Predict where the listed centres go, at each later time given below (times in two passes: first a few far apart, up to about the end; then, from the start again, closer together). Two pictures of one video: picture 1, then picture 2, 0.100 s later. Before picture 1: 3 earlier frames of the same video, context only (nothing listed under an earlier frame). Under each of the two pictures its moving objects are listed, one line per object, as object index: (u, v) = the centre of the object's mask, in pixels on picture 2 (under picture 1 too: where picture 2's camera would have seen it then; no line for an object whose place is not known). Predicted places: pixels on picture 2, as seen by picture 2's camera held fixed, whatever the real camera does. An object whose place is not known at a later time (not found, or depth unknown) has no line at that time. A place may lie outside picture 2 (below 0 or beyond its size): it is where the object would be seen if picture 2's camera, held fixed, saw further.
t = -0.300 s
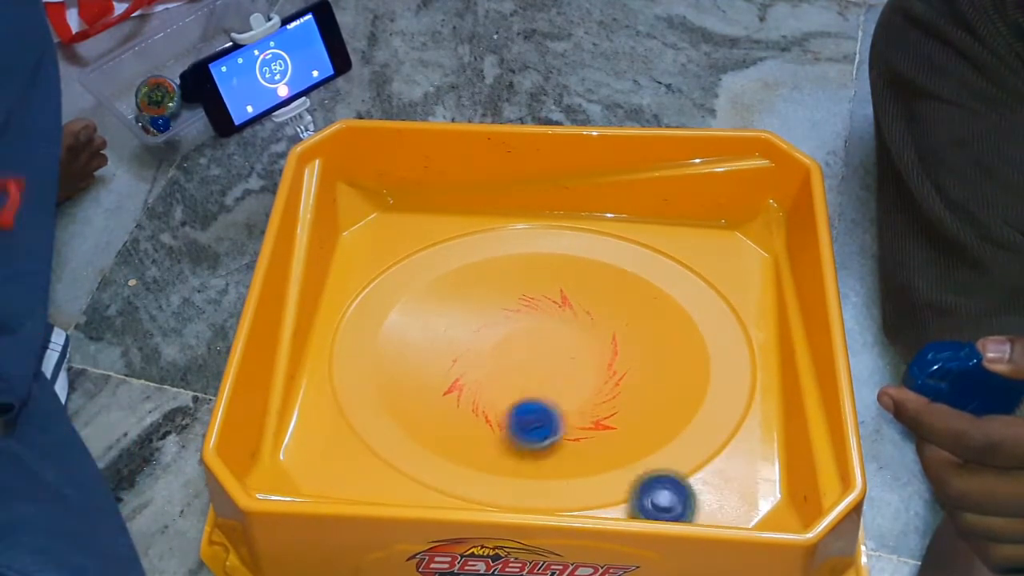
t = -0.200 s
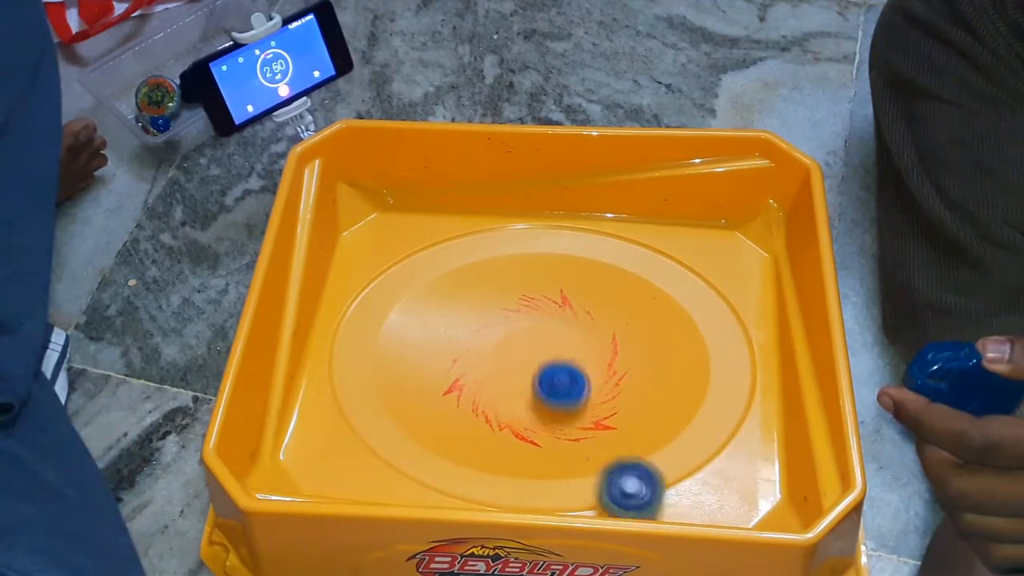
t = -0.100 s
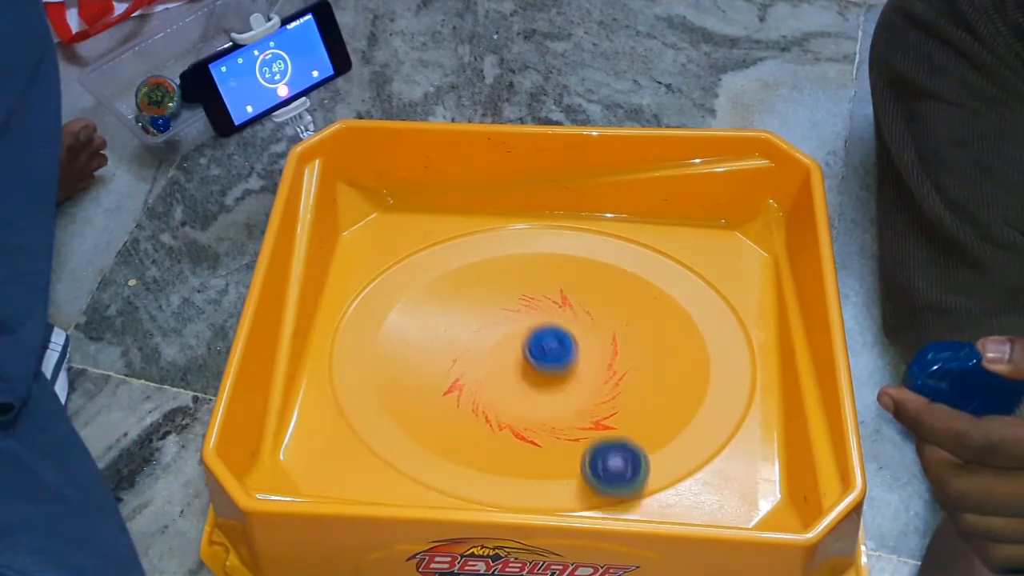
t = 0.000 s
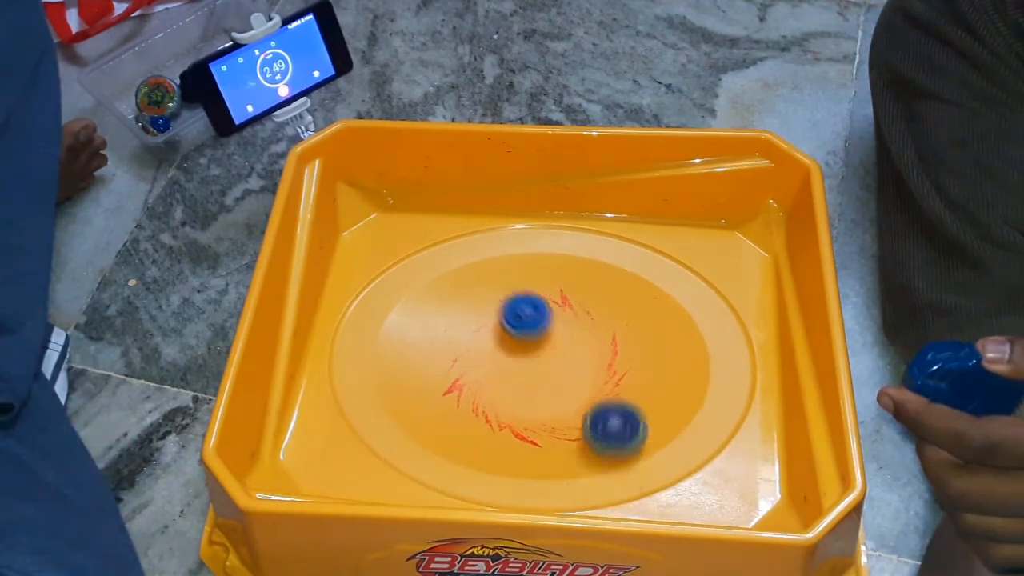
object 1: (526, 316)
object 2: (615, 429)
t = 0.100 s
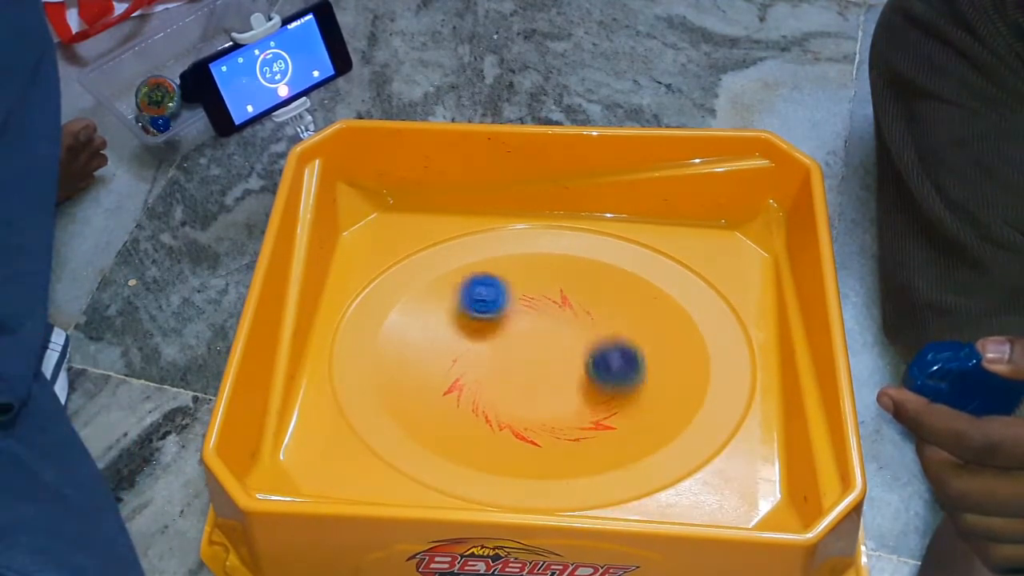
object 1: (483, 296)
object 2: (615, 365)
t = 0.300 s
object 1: (403, 335)
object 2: (491, 289)
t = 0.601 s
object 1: (523, 384)
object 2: (338, 380)
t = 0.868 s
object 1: (577, 302)
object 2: (417, 413)
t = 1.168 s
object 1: (462, 314)
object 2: (596, 340)
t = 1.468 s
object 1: (569, 376)
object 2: (452, 258)
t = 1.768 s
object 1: (637, 304)
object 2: (493, 407)
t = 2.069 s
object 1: (521, 332)
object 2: (681, 324)
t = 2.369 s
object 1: (588, 413)
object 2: (649, 243)
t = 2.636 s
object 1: (654, 353)
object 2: (605, 262)
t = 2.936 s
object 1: (563, 337)
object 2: (502, 399)
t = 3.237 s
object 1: (543, 386)
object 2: (659, 454)
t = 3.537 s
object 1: (588, 391)
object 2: (686, 428)
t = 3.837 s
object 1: (554, 360)
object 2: (614, 325)
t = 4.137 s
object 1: (505, 375)
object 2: (429, 323)
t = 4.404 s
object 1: (516, 401)
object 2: (439, 427)
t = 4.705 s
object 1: (550, 333)
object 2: (592, 381)
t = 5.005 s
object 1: (442, 285)
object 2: (518, 298)
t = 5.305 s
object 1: (421, 376)
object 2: (541, 365)
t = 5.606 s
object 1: (551, 369)
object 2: (606, 339)
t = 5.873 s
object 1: (551, 356)
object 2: (556, 289)
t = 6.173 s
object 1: (575, 433)
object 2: (540, 358)
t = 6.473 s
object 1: (663, 376)
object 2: (581, 362)
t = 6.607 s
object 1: (692, 344)
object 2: (541, 354)
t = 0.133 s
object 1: (466, 297)
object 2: (604, 346)
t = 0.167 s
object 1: (448, 299)
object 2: (589, 327)
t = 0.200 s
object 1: (432, 305)
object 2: (568, 311)
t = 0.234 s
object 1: (419, 313)
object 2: (545, 299)
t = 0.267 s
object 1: (408, 323)
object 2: (519, 292)
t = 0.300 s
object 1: (403, 335)
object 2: (491, 289)
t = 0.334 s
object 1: (403, 349)
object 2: (463, 289)
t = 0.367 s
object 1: (409, 361)
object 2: (436, 295)
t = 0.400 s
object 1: (419, 373)
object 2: (410, 304)
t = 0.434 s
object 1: (434, 383)
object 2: (389, 318)
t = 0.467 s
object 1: (453, 391)
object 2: (371, 334)
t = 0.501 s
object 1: (473, 395)
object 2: (356, 349)
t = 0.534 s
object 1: (492, 395)
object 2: (344, 361)
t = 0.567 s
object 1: (510, 391)
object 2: (336, 370)
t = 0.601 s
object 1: (523, 384)
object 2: (338, 380)
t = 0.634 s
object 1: (534, 376)
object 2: (348, 392)
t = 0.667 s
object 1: (544, 366)
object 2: (356, 400)
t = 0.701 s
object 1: (553, 356)
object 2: (365, 405)
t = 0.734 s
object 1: (560, 346)
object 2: (373, 408)
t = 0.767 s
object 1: (568, 335)
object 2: (382, 410)
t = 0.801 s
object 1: (574, 324)
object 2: (391, 410)
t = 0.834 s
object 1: (578, 314)
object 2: (402, 411)
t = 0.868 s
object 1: (577, 302)
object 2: (417, 413)
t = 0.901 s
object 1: (570, 292)
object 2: (437, 416)
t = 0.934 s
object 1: (559, 283)
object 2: (461, 419)
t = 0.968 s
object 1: (544, 278)
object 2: (489, 420)
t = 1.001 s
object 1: (528, 275)
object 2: (516, 418)
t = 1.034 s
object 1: (509, 276)
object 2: (541, 411)
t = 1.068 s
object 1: (493, 280)
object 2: (563, 396)
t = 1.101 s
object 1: (479, 289)
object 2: (578, 378)
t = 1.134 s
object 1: (468, 301)
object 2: (589, 360)
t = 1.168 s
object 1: (462, 314)
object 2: (596, 340)
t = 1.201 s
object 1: (463, 329)
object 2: (597, 321)
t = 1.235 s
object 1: (469, 343)
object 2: (592, 300)
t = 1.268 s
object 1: (480, 354)
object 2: (582, 282)
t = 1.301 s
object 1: (493, 364)
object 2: (566, 268)
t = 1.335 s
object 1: (507, 370)
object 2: (546, 258)
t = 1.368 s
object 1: (523, 374)
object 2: (522, 252)
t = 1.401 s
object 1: (538, 375)
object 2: (497, 251)
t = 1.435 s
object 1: (553, 376)
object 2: (473, 253)
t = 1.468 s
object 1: (569, 376)
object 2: (452, 258)
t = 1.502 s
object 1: (586, 375)
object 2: (436, 267)
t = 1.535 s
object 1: (600, 372)
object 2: (424, 280)
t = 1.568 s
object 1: (613, 367)
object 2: (414, 299)
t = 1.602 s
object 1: (625, 359)
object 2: (409, 321)
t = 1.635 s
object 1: (634, 349)
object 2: (414, 343)
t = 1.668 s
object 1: (641, 338)
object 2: (426, 365)
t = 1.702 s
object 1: (644, 326)
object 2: (445, 383)
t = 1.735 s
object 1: (642, 314)
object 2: (467, 396)
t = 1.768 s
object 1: (637, 304)
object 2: (493, 407)
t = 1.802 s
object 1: (627, 296)
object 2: (521, 413)
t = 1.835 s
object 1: (613, 290)
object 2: (549, 414)
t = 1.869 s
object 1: (597, 287)
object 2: (577, 411)
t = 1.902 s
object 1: (580, 287)
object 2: (602, 403)
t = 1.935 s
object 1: (562, 291)
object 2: (625, 393)
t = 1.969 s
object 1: (546, 298)
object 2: (645, 379)
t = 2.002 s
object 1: (533, 309)
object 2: (663, 362)
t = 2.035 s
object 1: (525, 321)
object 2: (675, 344)
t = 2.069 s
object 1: (521, 332)
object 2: (681, 324)
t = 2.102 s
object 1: (523, 344)
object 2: (681, 304)
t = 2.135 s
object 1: (527, 355)
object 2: (677, 285)
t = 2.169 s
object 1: (532, 366)
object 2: (673, 271)
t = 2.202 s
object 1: (539, 377)
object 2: (672, 260)
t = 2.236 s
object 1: (546, 387)
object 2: (672, 251)
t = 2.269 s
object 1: (554, 397)
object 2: (664, 248)
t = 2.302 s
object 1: (563, 405)
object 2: (657, 246)
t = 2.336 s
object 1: (575, 411)
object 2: (653, 244)
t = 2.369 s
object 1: (588, 413)
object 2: (649, 243)
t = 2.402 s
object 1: (605, 412)
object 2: (644, 242)
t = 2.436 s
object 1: (619, 407)
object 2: (639, 243)
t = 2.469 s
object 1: (633, 401)
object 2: (634, 243)
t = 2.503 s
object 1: (644, 393)
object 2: (629, 244)
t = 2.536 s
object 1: (653, 383)
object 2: (624, 246)
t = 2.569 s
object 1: (658, 373)
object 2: (620, 250)
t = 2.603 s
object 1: (658, 362)
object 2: (614, 255)
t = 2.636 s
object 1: (654, 353)
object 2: (605, 262)
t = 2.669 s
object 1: (647, 344)
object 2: (593, 271)
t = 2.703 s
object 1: (636, 337)
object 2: (575, 282)
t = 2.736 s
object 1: (623, 332)
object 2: (556, 292)
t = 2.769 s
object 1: (609, 329)
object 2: (538, 305)
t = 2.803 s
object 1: (593, 327)
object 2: (524, 321)
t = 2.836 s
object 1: (578, 329)
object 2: (515, 338)
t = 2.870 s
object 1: (567, 332)
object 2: (512, 355)
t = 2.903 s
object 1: (564, 334)
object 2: (506, 378)
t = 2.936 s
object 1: (563, 337)
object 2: (502, 399)
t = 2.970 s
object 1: (560, 341)
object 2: (505, 417)
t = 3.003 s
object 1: (556, 346)
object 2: (515, 431)
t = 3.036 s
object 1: (552, 351)
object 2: (531, 443)
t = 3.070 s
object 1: (549, 356)
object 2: (552, 450)
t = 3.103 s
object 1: (547, 362)
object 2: (575, 454)
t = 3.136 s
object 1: (545, 369)
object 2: (602, 454)
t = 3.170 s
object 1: (544, 374)
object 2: (625, 453)
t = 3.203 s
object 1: (543, 381)
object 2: (645, 454)
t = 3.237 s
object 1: (543, 386)
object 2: (659, 454)
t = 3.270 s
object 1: (544, 392)
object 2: (669, 455)
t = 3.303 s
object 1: (546, 398)
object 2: (676, 458)
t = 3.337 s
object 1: (549, 403)
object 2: (682, 458)
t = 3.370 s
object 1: (552, 407)
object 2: (687, 453)
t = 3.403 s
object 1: (559, 408)
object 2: (689, 448)
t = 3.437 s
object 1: (568, 406)
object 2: (690, 443)
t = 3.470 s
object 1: (576, 403)
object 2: (689, 439)
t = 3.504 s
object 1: (584, 397)
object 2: (688, 434)
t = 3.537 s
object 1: (588, 391)
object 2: (686, 428)
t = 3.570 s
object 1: (591, 384)
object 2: (684, 423)
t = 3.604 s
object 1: (591, 377)
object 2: (681, 417)
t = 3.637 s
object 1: (588, 371)
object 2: (678, 408)
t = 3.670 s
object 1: (584, 367)
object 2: (674, 395)
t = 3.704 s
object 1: (579, 365)
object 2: (669, 380)
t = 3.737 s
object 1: (573, 363)
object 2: (661, 363)
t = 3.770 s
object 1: (566, 361)
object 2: (648, 349)
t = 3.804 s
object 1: (560, 360)
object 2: (632, 336)
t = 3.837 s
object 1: (554, 360)
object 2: (614, 325)
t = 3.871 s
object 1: (548, 360)
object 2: (595, 317)
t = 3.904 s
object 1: (541, 361)
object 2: (574, 310)
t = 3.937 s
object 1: (535, 362)
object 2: (553, 305)
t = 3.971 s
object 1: (529, 363)
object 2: (531, 303)
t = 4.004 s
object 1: (524, 365)
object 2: (508, 303)
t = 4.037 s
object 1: (518, 366)
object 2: (488, 304)
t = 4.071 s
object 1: (513, 369)
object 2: (467, 309)
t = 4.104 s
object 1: (509, 372)
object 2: (447, 315)
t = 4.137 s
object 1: (505, 375)
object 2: (429, 323)
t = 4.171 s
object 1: (502, 379)
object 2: (413, 334)
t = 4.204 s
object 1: (500, 382)
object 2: (400, 346)
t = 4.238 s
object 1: (498, 386)
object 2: (392, 360)
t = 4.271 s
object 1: (498, 389)
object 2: (388, 375)
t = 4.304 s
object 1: (499, 392)
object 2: (392, 391)
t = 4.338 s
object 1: (503, 396)
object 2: (403, 406)
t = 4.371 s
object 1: (509, 399)
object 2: (419, 418)
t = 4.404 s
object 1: (516, 401)
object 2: (439, 427)
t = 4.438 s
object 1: (522, 401)
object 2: (461, 432)
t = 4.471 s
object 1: (526, 399)
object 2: (484, 435)
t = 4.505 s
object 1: (534, 392)
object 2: (504, 436)
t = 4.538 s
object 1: (540, 385)
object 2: (525, 433)
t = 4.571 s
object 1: (546, 376)
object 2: (545, 428)
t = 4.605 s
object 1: (549, 368)
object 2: (562, 419)
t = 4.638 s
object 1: (551, 357)
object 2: (576, 410)
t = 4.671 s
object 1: (551, 344)
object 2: (587, 397)
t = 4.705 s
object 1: (550, 333)
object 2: (592, 381)
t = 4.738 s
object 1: (548, 324)
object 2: (593, 366)
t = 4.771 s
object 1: (546, 314)
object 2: (591, 351)
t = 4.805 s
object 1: (541, 305)
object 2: (587, 337)
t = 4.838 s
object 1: (529, 295)
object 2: (580, 325)
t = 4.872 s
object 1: (515, 289)
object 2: (570, 314)
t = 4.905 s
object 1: (499, 285)
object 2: (557, 304)
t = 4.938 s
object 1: (484, 285)
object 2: (541, 298)
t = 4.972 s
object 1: (463, 284)
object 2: (529, 297)
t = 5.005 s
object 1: (442, 285)
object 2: (518, 298)
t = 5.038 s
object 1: (425, 290)
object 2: (505, 304)
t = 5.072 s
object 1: (413, 298)
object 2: (494, 314)
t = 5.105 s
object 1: (402, 308)
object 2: (489, 325)
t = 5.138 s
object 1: (395, 318)
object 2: (490, 337)
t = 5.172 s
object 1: (392, 330)
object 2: (496, 347)
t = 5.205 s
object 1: (393, 343)
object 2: (506, 354)
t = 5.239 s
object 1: (399, 355)
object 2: (519, 359)
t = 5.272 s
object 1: (409, 367)
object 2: (530, 363)
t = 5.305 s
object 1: (421, 376)
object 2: (541, 365)
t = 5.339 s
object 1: (437, 384)
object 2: (551, 366)
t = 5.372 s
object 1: (455, 390)
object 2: (562, 366)
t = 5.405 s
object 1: (471, 394)
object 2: (571, 365)
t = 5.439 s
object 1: (487, 394)
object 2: (579, 364)
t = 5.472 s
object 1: (504, 393)
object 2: (586, 362)
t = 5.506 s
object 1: (518, 388)
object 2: (593, 359)
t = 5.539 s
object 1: (531, 381)
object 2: (599, 354)
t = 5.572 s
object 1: (544, 374)
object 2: (602, 348)
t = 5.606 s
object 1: (551, 369)
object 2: (606, 339)
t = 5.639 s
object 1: (546, 368)
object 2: (616, 326)
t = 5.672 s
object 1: (545, 366)
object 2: (620, 315)
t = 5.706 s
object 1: (546, 362)
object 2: (618, 305)
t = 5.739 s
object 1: (549, 359)
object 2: (611, 297)
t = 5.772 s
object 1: (552, 354)
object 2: (599, 292)
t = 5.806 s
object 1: (555, 349)
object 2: (583, 290)
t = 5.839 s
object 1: (556, 346)
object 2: (568, 291)
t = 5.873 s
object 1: (551, 356)
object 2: (556, 289)
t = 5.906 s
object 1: (547, 366)
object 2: (546, 291)
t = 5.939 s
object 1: (545, 374)
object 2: (535, 298)
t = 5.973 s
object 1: (546, 381)
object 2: (526, 308)
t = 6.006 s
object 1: (547, 388)
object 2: (521, 320)
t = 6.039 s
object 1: (548, 394)
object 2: (521, 332)
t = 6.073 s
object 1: (550, 401)
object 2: (524, 344)
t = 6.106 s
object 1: (554, 408)
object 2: (531, 356)
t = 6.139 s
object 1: (563, 424)
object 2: (534, 356)
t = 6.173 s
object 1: (575, 433)
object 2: (540, 358)
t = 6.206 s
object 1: (589, 436)
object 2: (546, 359)
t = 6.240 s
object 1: (605, 435)
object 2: (551, 360)
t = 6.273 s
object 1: (622, 431)
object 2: (556, 361)
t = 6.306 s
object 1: (637, 425)
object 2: (561, 362)
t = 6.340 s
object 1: (649, 418)
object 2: (566, 362)
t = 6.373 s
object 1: (659, 408)
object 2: (570, 362)
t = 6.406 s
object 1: (665, 397)
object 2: (574, 362)
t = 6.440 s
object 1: (666, 386)
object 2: (577, 362)
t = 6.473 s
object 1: (663, 376)
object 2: (581, 362)
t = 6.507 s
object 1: (657, 366)
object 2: (583, 362)
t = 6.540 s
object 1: (675, 351)
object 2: (560, 357)
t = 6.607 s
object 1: (692, 344)
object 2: (541, 354)
